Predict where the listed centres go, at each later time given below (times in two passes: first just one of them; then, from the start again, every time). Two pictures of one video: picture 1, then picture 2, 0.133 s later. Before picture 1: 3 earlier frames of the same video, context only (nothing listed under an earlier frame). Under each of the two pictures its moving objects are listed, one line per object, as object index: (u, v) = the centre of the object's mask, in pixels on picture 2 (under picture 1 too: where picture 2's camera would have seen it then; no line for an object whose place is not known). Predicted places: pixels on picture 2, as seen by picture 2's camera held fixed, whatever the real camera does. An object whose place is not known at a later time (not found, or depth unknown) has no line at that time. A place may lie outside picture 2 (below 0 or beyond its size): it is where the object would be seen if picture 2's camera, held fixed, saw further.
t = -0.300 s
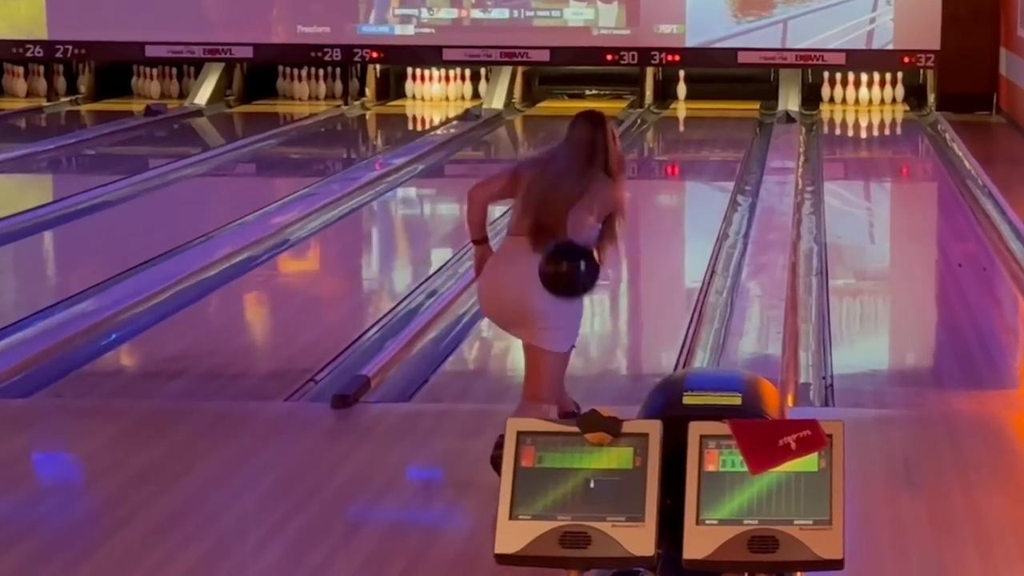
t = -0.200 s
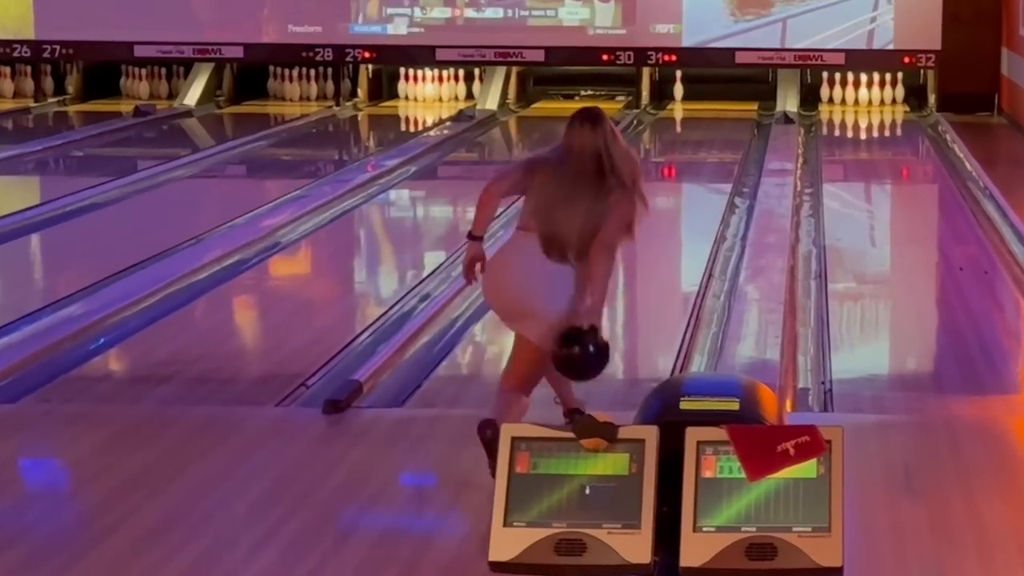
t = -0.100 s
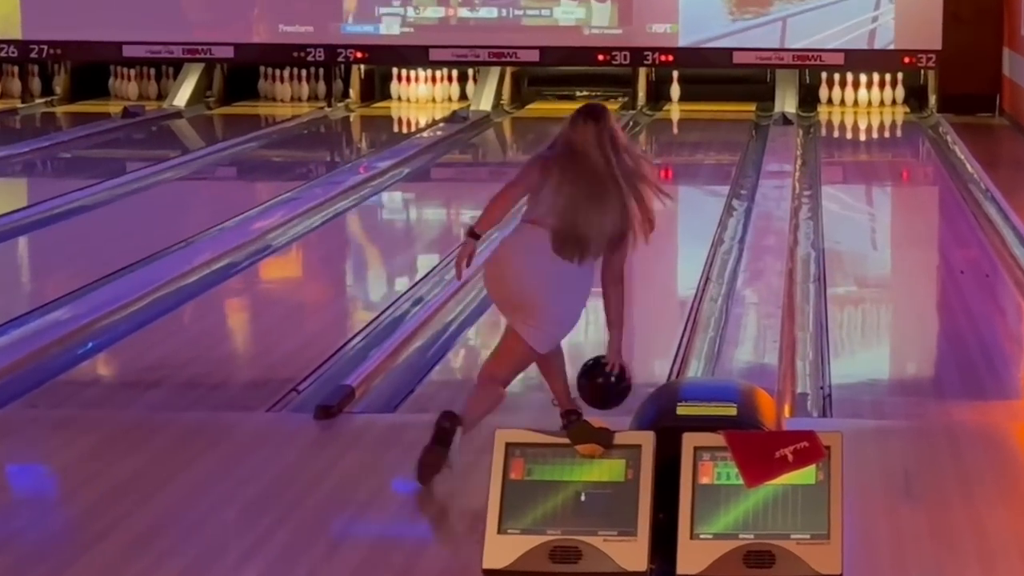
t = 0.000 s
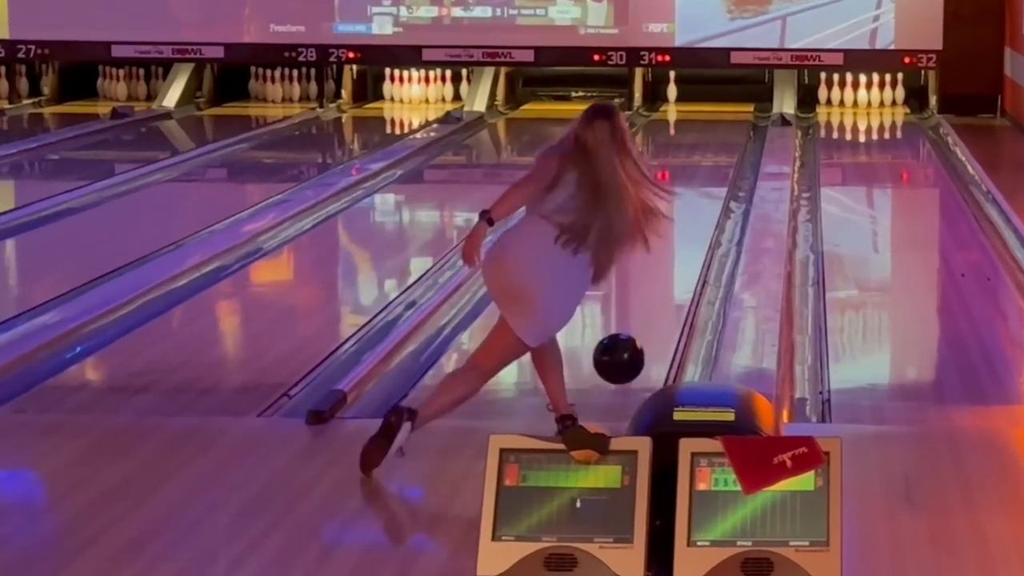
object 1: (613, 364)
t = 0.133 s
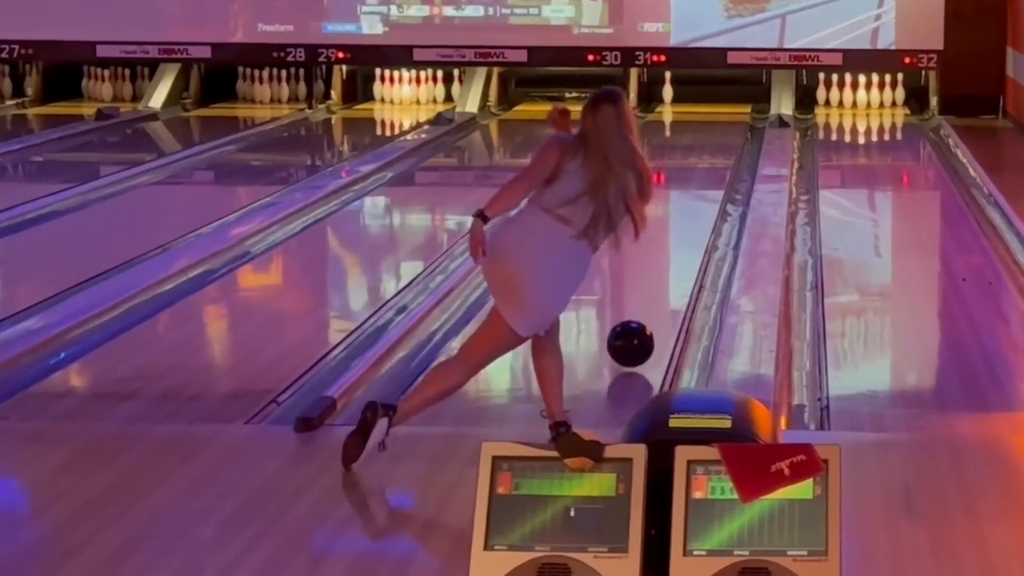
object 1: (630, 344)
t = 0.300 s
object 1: (645, 307)
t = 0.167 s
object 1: (633, 333)
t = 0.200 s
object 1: (637, 326)
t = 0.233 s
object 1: (639, 321)
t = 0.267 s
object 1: (642, 314)
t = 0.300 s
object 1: (645, 307)
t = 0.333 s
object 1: (647, 301)
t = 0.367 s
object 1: (650, 294)
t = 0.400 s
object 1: (652, 288)
